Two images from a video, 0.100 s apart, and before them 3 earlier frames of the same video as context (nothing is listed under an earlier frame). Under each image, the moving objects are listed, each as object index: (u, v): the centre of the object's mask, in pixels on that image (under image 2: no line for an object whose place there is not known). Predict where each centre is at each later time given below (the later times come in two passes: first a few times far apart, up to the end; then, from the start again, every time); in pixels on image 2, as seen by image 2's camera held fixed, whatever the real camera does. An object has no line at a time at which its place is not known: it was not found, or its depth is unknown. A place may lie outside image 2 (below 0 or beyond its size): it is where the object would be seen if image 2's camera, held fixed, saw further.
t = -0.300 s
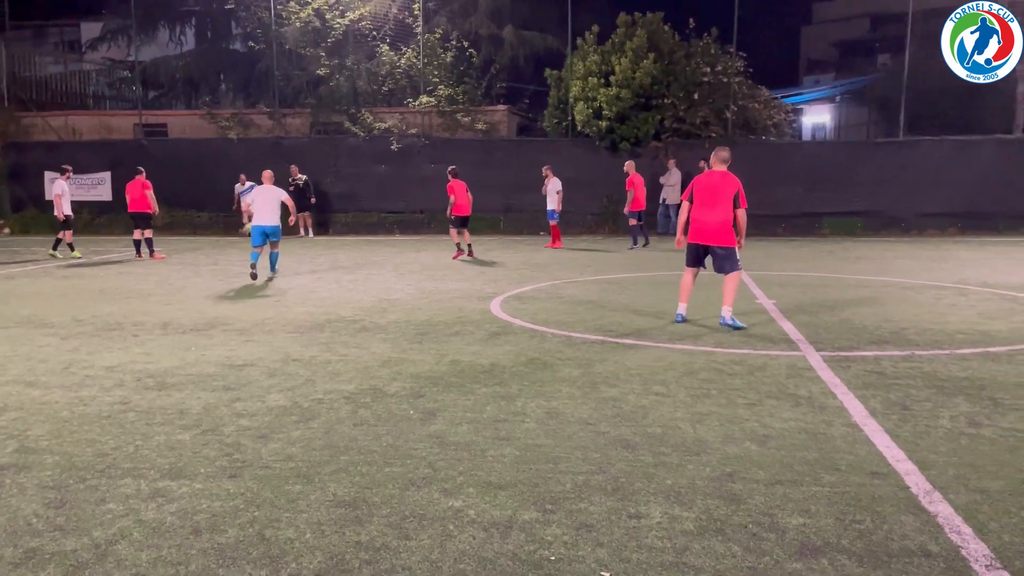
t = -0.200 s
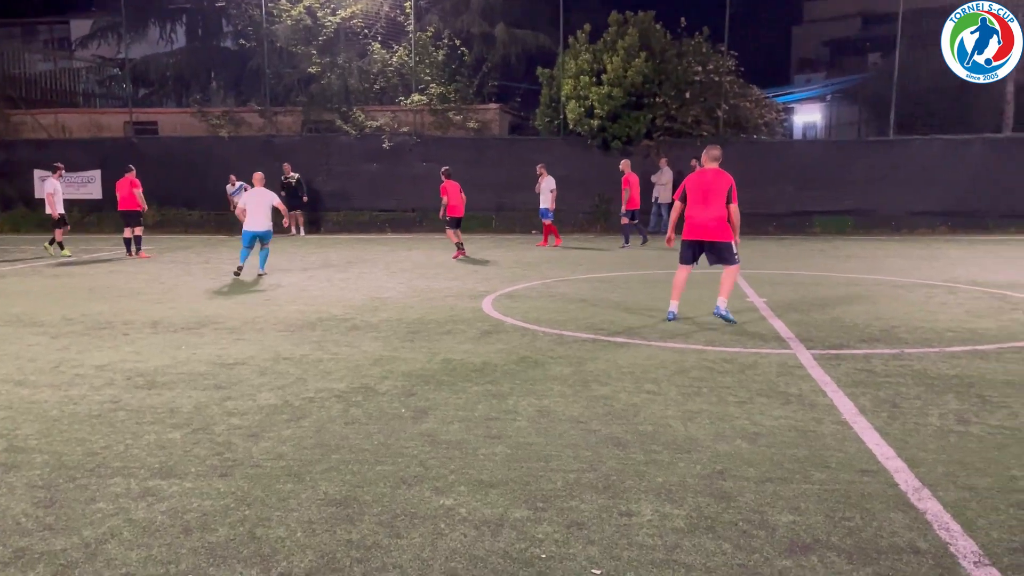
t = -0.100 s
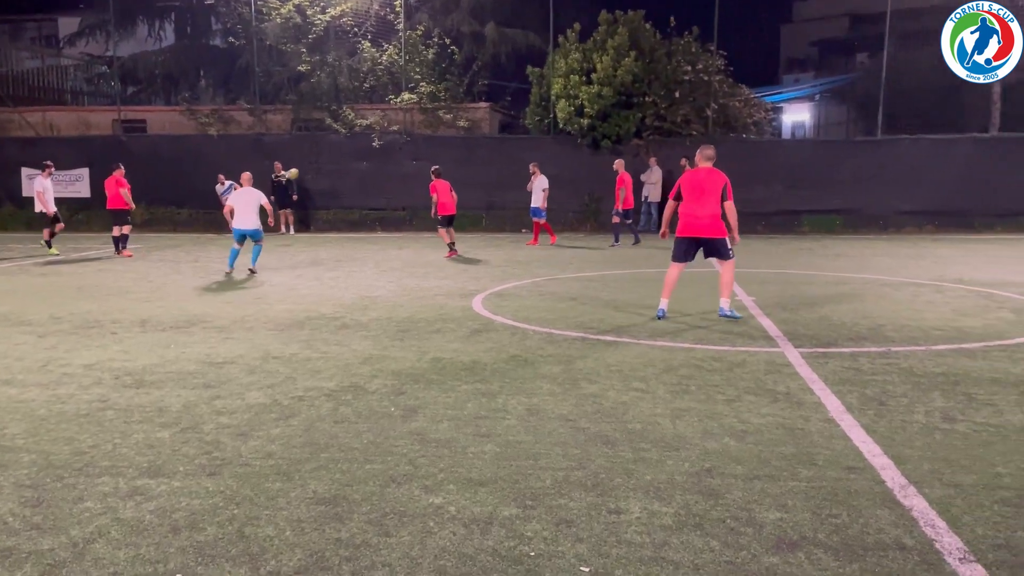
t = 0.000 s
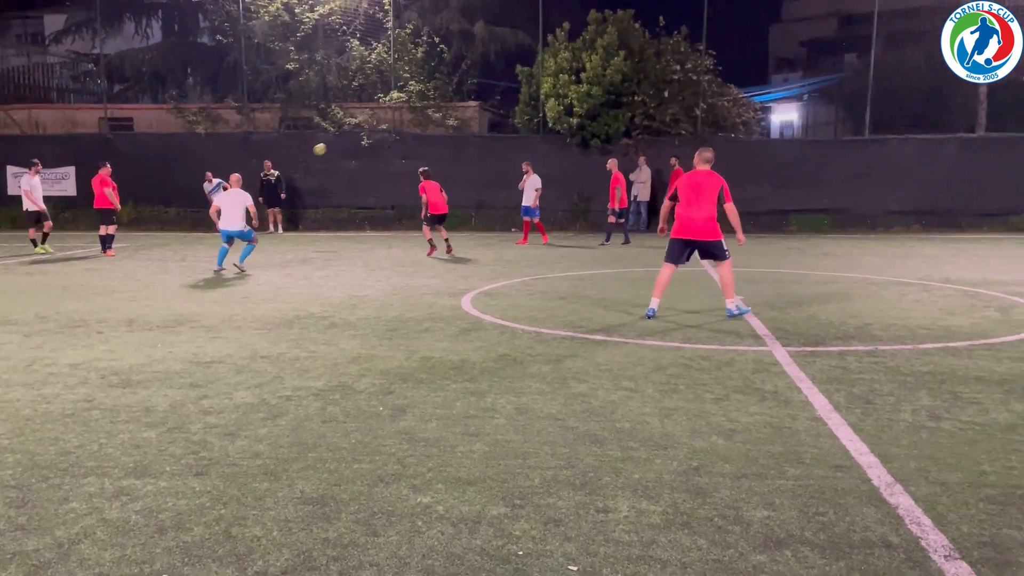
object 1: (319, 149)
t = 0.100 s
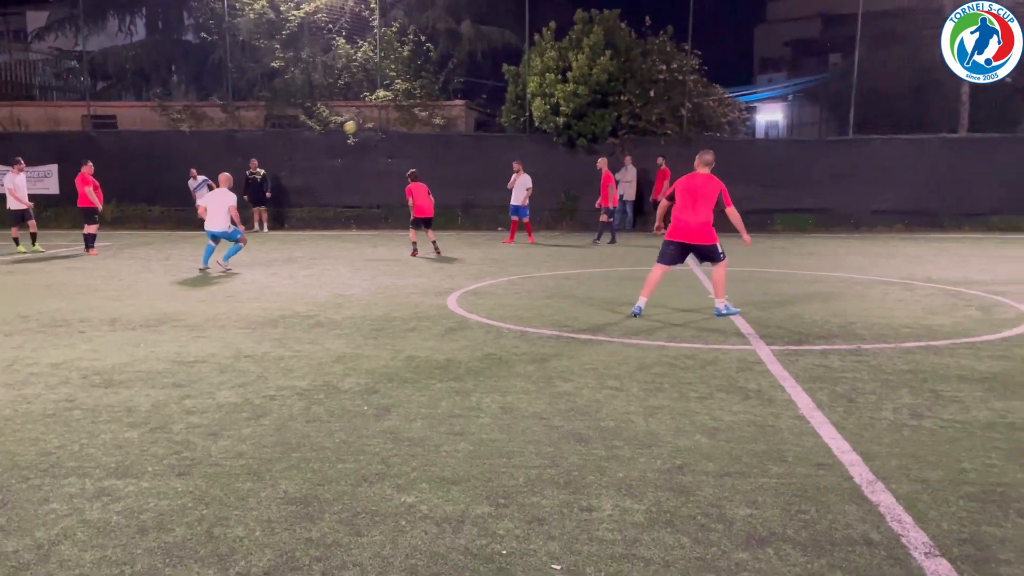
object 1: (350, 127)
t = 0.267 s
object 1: (439, 99)
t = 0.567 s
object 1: (652, 81)
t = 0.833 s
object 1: (924, 115)
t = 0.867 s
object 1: (965, 124)
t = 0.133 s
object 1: (366, 121)
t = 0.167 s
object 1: (383, 115)
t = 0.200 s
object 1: (401, 110)
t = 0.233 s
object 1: (419, 105)
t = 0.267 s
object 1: (439, 99)
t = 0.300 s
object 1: (459, 96)
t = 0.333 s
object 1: (479, 92)
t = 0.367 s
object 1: (501, 89)
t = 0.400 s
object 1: (524, 86)
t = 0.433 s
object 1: (548, 83)
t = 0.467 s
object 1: (572, 82)
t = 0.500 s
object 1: (598, 81)
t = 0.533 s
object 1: (625, 80)
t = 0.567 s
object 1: (652, 81)
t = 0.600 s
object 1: (681, 82)
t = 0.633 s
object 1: (711, 84)
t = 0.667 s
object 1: (743, 87)
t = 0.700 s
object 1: (776, 91)
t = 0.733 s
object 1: (810, 95)
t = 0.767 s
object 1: (847, 101)
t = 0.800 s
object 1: (884, 107)
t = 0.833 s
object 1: (924, 115)
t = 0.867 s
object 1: (965, 124)
